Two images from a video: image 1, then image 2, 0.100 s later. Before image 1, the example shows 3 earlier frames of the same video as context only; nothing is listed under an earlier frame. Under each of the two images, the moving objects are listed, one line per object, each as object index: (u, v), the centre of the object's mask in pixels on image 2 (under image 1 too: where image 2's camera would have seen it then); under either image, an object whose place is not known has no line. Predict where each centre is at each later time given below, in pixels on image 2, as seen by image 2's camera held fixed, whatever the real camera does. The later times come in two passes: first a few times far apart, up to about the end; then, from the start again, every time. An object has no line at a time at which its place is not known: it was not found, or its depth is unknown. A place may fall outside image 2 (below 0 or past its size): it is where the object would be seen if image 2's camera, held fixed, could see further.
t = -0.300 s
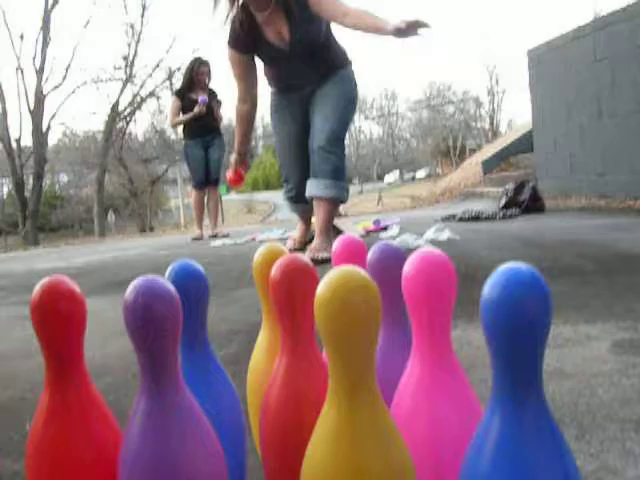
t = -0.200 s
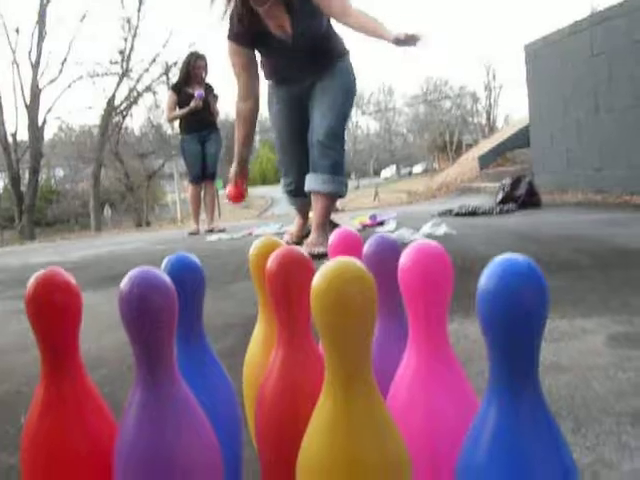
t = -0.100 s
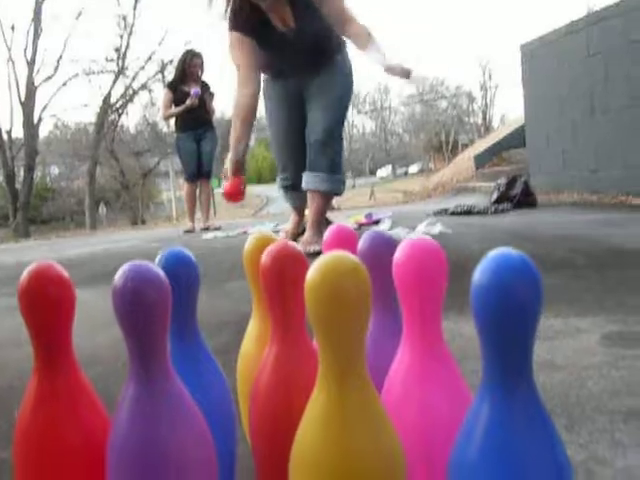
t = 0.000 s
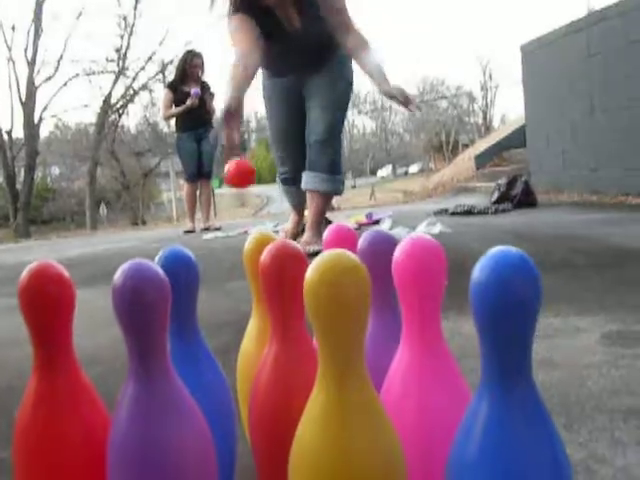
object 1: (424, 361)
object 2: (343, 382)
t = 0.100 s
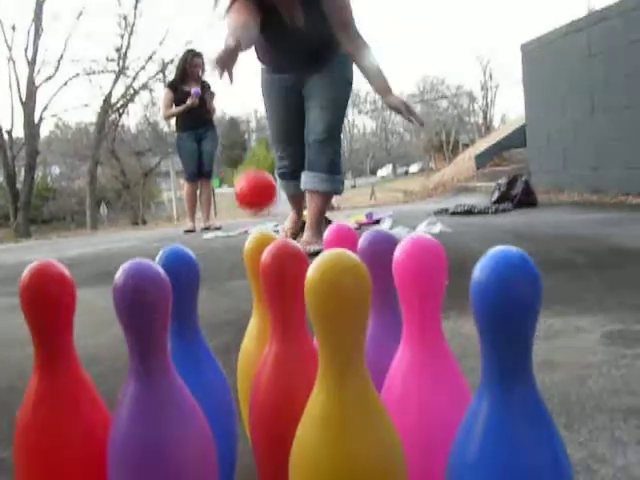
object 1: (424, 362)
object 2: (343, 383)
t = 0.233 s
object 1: (423, 360)
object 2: (342, 378)
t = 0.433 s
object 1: (460, 377)
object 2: (316, 380)
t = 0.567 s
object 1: (488, 377)
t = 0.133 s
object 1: (424, 361)
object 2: (343, 382)
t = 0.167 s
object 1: (424, 360)
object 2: (343, 380)
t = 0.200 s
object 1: (424, 360)
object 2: (342, 379)
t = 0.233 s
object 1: (423, 360)
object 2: (342, 378)
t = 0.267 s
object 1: (424, 360)
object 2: (342, 378)
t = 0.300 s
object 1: (428, 362)
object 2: (342, 378)
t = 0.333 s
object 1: (439, 375)
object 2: (335, 378)
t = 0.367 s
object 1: (445, 377)
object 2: (328, 380)
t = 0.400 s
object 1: (451, 375)
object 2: (322, 380)
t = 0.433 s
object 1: (460, 377)
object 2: (316, 380)
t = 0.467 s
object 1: (467, 377)
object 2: (312, 381)
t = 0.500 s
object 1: (474, 377)
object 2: (307, 381)
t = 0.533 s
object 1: (482, 378)
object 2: (304, 382)
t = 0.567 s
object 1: (488, 377)
